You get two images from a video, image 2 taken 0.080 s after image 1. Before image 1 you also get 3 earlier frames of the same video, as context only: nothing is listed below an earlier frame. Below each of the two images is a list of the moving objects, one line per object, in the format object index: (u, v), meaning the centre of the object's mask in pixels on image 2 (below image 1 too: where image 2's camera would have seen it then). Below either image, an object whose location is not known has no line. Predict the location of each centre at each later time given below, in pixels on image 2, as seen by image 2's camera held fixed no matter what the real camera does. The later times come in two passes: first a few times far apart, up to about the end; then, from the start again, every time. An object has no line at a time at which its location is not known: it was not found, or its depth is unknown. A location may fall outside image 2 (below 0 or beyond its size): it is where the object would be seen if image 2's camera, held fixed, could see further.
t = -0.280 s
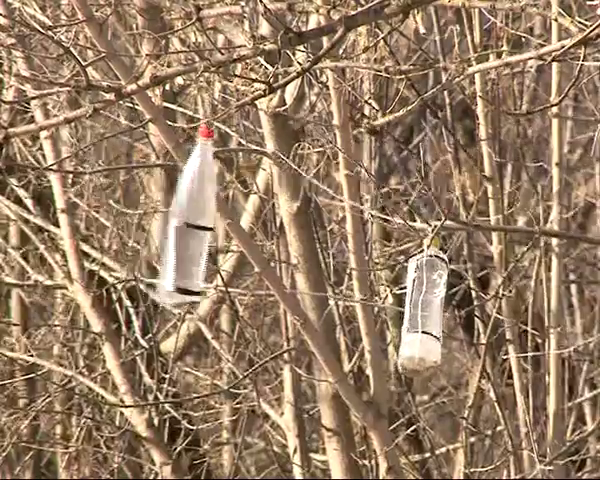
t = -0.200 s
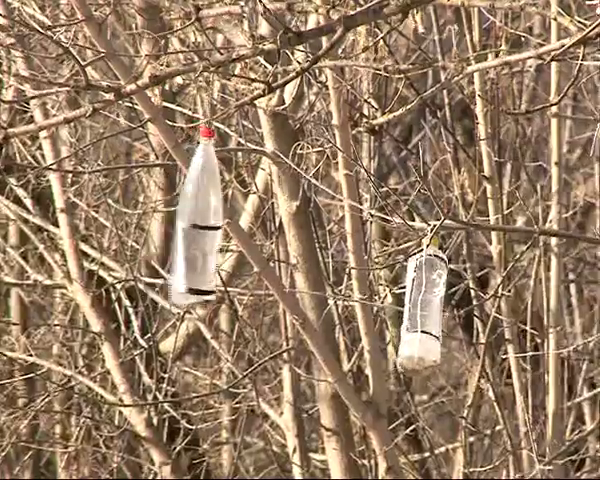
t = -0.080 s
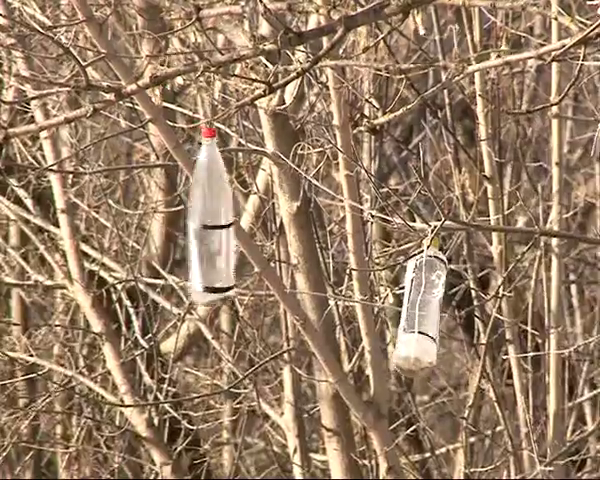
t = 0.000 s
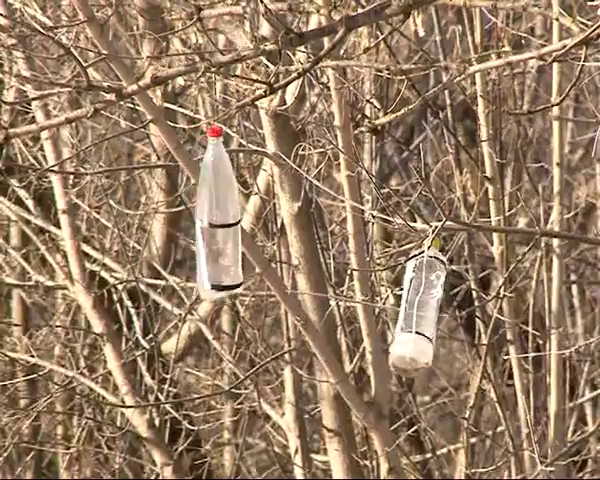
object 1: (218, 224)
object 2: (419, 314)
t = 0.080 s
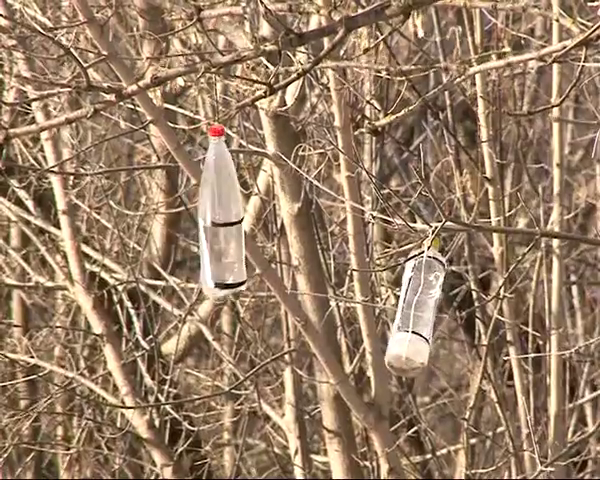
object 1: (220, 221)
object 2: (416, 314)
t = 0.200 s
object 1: (220, 220)
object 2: (414, 312)
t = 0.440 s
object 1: (210, 221)
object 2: (420, 313)
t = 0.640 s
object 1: (187, 220)
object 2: (423, 314)
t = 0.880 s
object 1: (178, 217)
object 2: (418, 314)
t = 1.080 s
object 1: (195, 222)
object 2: (418, 313)
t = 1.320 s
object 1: (222, 226)
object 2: (427, 313)
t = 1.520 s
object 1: (232, 224)
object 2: (426, 313)
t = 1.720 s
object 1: (222, 225)
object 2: (421, 312)
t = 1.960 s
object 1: (195, 226)
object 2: (423, 314)
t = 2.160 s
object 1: (187, 225)
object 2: (428, 315)
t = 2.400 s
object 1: (197, 223)
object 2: (425, 315)
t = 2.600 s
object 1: (218, 222)
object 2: (420, 315)
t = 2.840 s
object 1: (232, 224)
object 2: (424, 314)
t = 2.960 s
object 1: (227, 224)
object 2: (425, 314)
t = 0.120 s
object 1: (221, 221)
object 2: (414, 313)
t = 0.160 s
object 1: (221, 221)
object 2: (414, 312)
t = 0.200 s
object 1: (220, 220)
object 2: (414, 312)
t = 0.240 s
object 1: (219, 220)
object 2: (414, 312)
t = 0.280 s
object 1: (219, 220)
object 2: (415, 312)
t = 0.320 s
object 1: (217, 219)
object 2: (416, 312)
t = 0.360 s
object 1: (216, 219)
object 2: (418, 313)
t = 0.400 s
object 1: (213, 220)
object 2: (419, 313)
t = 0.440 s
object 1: (210, 221)
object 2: (420, 313)
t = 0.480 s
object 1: (205, 221)
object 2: (422, 312)
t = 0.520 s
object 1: (201, 221)
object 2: (423, 313)
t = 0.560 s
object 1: (196, 222)
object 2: (423, 313)
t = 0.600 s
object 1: (191, 221)
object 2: (424, 314)
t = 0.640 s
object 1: (187, 220)
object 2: (423, 314)
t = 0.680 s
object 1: (183, 219)
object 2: (423, 314)
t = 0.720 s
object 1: (180, 218)
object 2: (422, 313)
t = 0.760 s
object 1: (178, 218)
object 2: (421, 313)
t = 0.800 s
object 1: (177, 218)
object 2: (420, 314)
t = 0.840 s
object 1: (177, 218)
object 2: (418, 314)
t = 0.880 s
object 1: (178, 217)
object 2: (418, 314)
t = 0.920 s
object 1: (181, 217)
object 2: (417, 313)
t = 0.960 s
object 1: (183, 218)
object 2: (416, 313)
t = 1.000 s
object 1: (188, 220)
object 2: (417, 313)
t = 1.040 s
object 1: (192, 220)
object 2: (417, 313)
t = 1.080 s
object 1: (195, 222)
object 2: (418, 313)
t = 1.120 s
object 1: (199, 224)
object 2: (420, 313)
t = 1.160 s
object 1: (203, 224)
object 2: (422, 314)
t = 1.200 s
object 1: (207, 224)
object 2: (423, 313)
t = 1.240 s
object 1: (213, 225)
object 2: (425, 314)
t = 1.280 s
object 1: (218, 225)
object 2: (426, 313)
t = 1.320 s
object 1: (222, 226)
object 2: (427, 313)
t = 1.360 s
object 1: (225, 225)
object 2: (427, 312)
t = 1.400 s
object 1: (228, 225)
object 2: (428, 313)
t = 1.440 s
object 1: (230, 226)
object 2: (428, 313)
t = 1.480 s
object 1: (232, 225)
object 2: (427, 313)
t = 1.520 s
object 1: (232, 224)
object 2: (426, 313)
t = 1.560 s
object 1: (232, 224)
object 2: (425, 313)
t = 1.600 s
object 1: (231, 224)
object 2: (423, 313)
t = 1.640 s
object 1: (228, 225)
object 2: (422, 313)
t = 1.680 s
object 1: (226, 225)
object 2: (421, 313)
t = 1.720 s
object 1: (222, 225)
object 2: (421, 312)
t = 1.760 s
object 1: (218, 225)
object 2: (420, 313)
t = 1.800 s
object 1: (213, 226)
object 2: (420, 313)
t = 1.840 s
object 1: (208, 226)
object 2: (420, 313)
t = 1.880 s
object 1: (203, 225)
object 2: (421, 314)
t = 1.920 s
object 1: (198, 226)
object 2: (422, 314)
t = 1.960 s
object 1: (195, 226)
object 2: (423, 314)
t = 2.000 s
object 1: (191, 225)
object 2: (425, 314)
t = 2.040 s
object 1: (189, 225)
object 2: (426, 314)
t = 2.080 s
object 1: (188, 225)
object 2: (427, 314)
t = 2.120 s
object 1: (187, 225)
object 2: (428, 314)
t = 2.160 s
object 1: (187, 225)
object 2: (428, 315)
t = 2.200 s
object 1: (187, 225)
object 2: (429, 314)
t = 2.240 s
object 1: (189, 224)
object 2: (429, 314)
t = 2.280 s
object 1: (191, 223)
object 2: (428, 315)
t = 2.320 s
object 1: (192, 223)
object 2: (428, 314)
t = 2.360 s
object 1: (194, 223)
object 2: (426, 315)
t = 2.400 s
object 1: (197, 223)
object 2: (425, 315)
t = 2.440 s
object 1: (200, 221)
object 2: (424, 314)
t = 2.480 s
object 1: (204, 221)
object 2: (423, 315)
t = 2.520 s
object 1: (208, 221)
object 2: (422, 314)
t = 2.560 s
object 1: (214, 223)
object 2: (421, 314)
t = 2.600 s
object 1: (218, 222)
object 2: (420, 315)
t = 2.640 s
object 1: (222, 221)
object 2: (420, 315)
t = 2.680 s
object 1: (226, 223)
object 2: (420, 315)
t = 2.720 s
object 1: (229, 223)
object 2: (421, 315)
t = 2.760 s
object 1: (231, 223)
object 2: (422, 314)
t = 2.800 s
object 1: (232, 224)
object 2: (423, 313)
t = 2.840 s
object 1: (232, 224)
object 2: (424, 314)
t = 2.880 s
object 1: (231, 224)
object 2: (424, 314)
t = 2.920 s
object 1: (230, 225)
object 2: (425, 314)
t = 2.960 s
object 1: (227, 224)
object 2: (425, 314)
